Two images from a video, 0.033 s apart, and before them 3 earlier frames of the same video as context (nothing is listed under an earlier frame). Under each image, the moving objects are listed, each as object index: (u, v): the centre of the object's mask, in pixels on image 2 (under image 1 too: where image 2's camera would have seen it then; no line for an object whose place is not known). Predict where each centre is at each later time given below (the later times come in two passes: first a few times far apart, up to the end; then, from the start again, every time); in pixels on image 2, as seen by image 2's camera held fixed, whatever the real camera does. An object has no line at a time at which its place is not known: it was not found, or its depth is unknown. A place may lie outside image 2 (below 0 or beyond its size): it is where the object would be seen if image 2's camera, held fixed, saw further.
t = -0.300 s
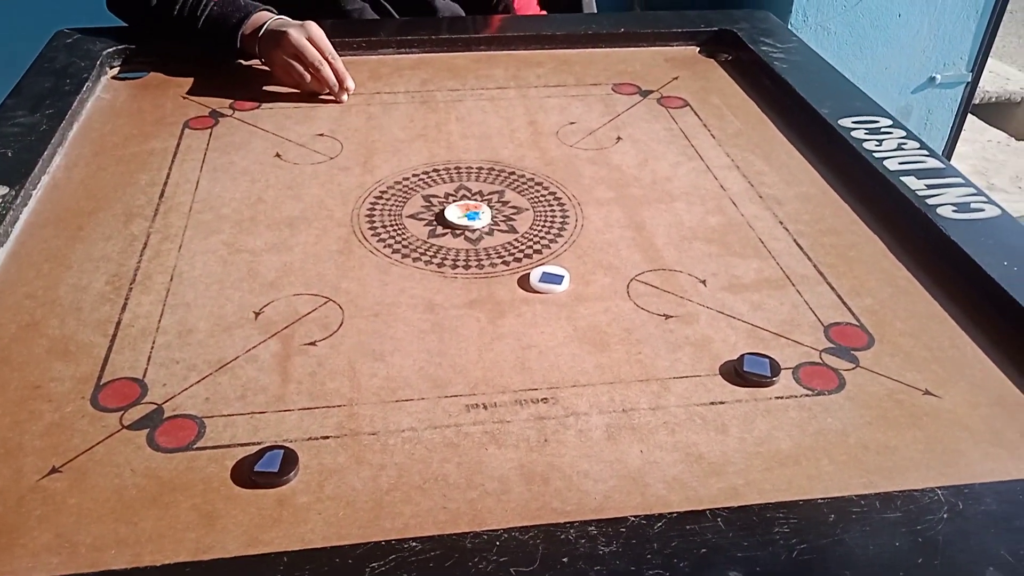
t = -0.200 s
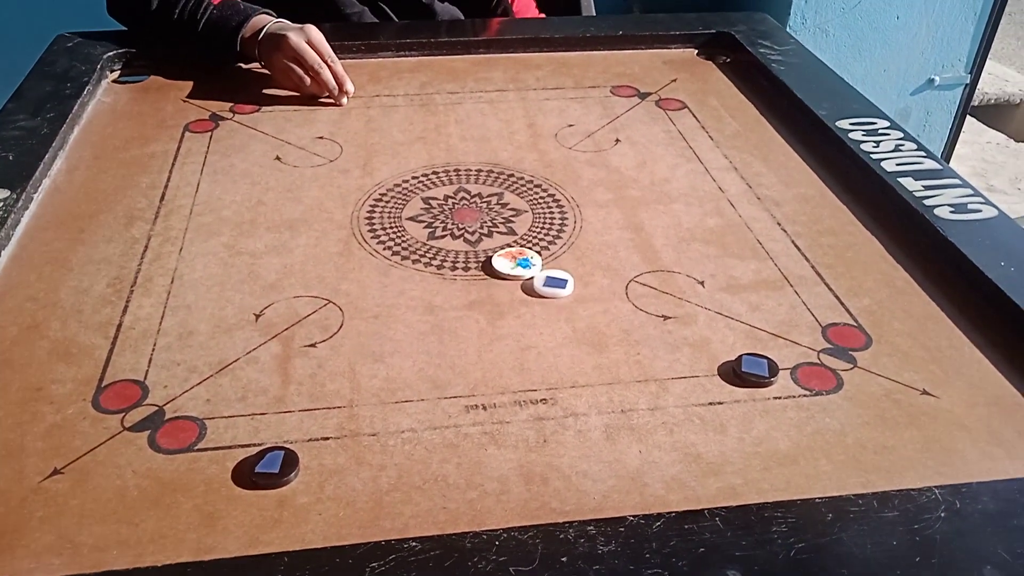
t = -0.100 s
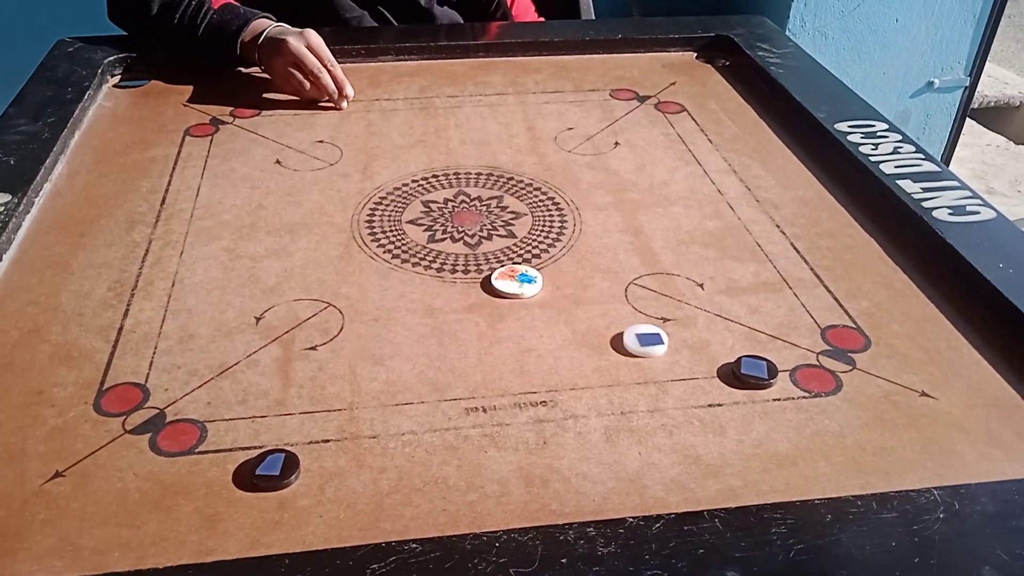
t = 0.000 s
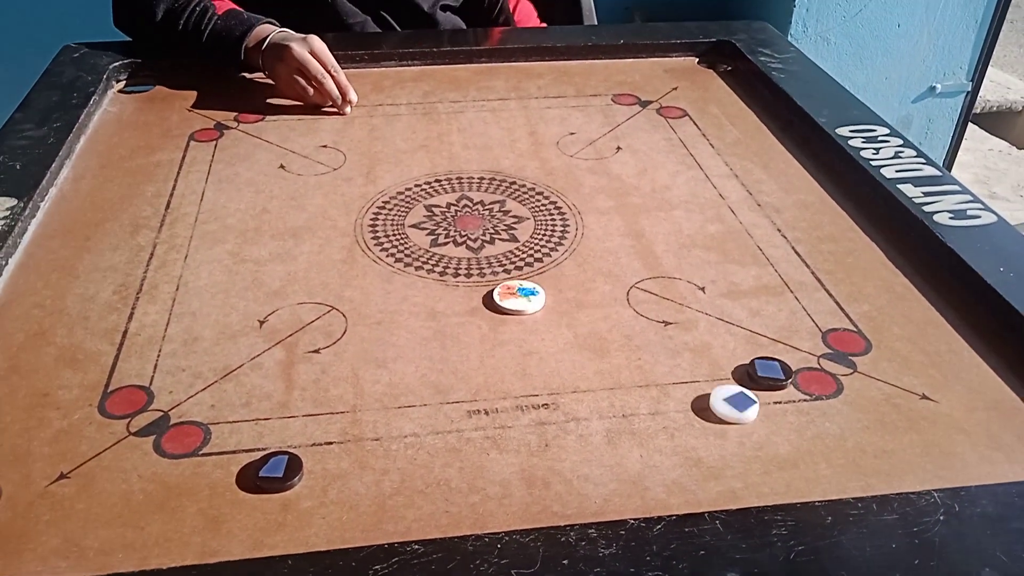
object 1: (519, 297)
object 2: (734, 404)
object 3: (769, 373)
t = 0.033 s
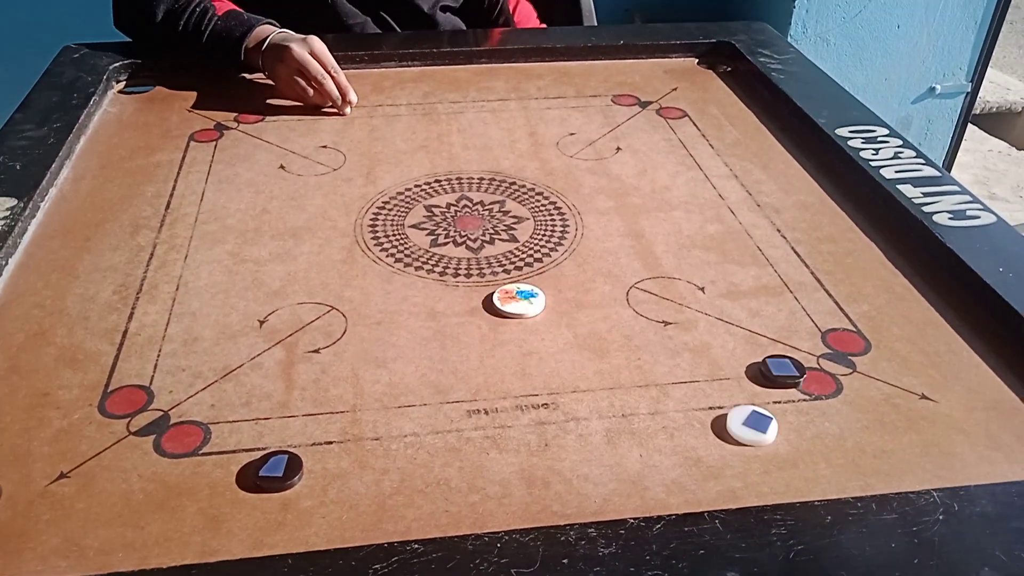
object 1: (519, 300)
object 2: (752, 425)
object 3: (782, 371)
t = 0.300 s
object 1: (519, 314)
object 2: (783, 432)
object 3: (872, 353)
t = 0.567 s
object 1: (519, 315)
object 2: (742, 351)
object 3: (925, 333)
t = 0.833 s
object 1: (518, 315)
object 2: (710, 296)
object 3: (949, 316)
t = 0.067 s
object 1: (519, 303)
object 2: (771, 447)
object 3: (795, 369)
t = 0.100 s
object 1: (519, 306)
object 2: (790, 469)
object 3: (808, 366)
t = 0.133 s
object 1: (519, 308)
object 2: (808, 486)
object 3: (820, 364)
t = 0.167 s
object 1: (519, 309)
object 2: (811, 485)
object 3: (832, 362)
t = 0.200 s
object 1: (519, 311)
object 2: (804, 474)
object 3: (842, 360)
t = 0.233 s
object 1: (519, 312)
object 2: (797, 459)
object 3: (853, 357)
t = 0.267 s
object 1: (519, 313)
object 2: (790, 446)
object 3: (863, 355)
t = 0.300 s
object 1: (519, 314)
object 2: (783, 432)
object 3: (872, 353)
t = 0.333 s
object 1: (519, 314)
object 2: (777, 420)
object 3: (880, 349)
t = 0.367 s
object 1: (519, 315)
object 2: (771, 408)
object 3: (888, 348)
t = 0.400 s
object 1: (519, 315)
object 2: (766, 398)
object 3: (895, 345)
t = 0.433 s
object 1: (519, 315)
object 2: (761, 387)
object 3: (902, 344)
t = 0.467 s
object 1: (519, 315)
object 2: (756, 377)
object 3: (909, 340)
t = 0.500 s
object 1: (519, 315)
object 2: (751, 368)
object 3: (914, 339)
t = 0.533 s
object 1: (519, 315)
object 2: (746, 359)
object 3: (919, 336)
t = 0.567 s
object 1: (519, 315)
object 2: (742, 351)
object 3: (925, 333)
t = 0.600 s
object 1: (519, 315)
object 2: (737, 343)
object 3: (929, 332)
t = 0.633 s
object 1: (519, 315)
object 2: (733, 335)
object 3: (933, 329)
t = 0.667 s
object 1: (519, 315)
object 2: (728, 328)
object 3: (937, 328)
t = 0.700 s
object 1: (518, 315)
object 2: (724, 321)
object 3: (941, 325)
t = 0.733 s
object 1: (519, 315)
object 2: (721, 314)
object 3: (944, 322)
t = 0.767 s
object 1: (519, 315)
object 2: (717, 308)
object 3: (946, 320)
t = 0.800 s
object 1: (519, 315)
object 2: (714, 302)
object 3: (947, 319)
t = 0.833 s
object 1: (518, 315)
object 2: (710, 296)
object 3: (949, 316)
